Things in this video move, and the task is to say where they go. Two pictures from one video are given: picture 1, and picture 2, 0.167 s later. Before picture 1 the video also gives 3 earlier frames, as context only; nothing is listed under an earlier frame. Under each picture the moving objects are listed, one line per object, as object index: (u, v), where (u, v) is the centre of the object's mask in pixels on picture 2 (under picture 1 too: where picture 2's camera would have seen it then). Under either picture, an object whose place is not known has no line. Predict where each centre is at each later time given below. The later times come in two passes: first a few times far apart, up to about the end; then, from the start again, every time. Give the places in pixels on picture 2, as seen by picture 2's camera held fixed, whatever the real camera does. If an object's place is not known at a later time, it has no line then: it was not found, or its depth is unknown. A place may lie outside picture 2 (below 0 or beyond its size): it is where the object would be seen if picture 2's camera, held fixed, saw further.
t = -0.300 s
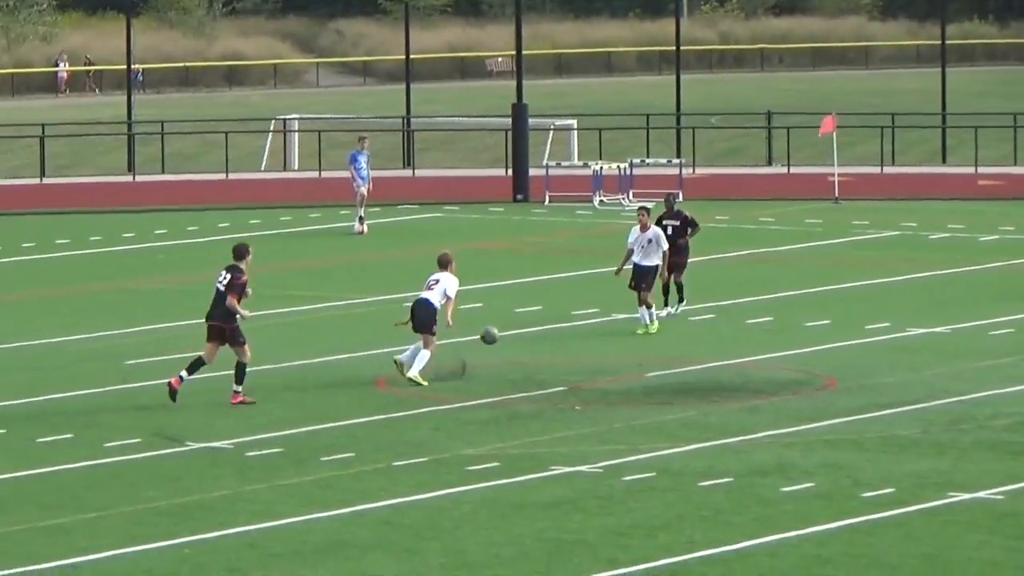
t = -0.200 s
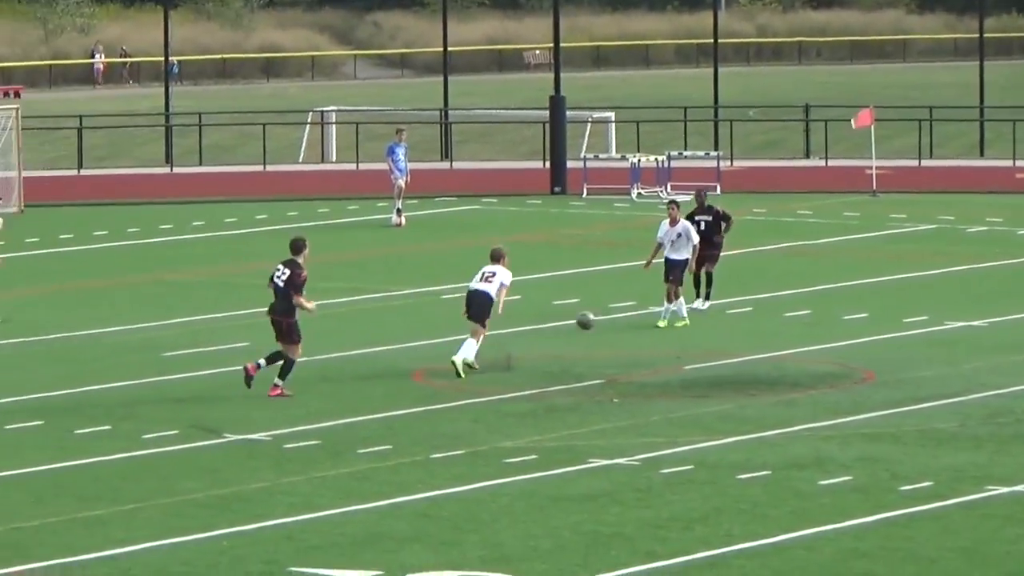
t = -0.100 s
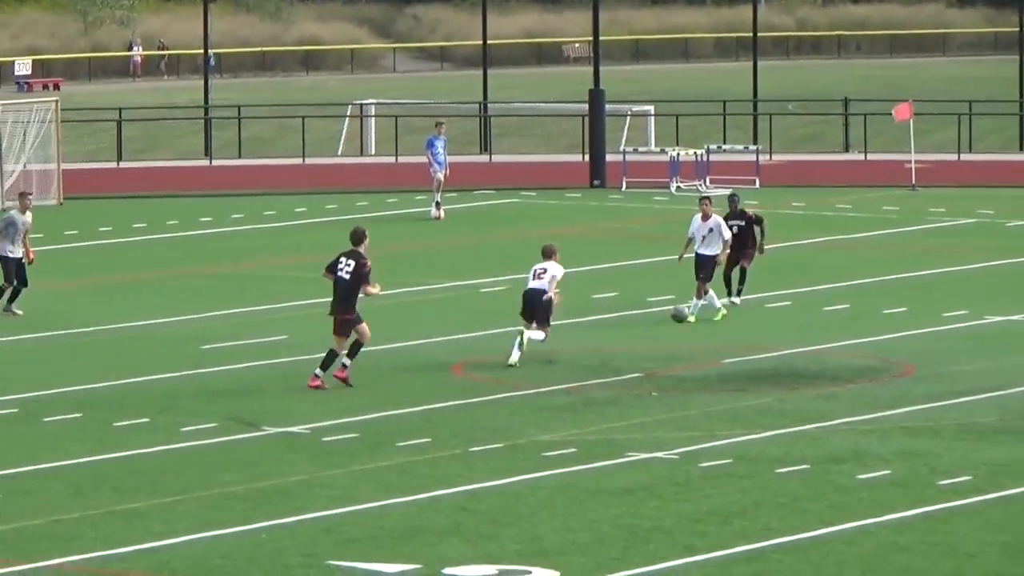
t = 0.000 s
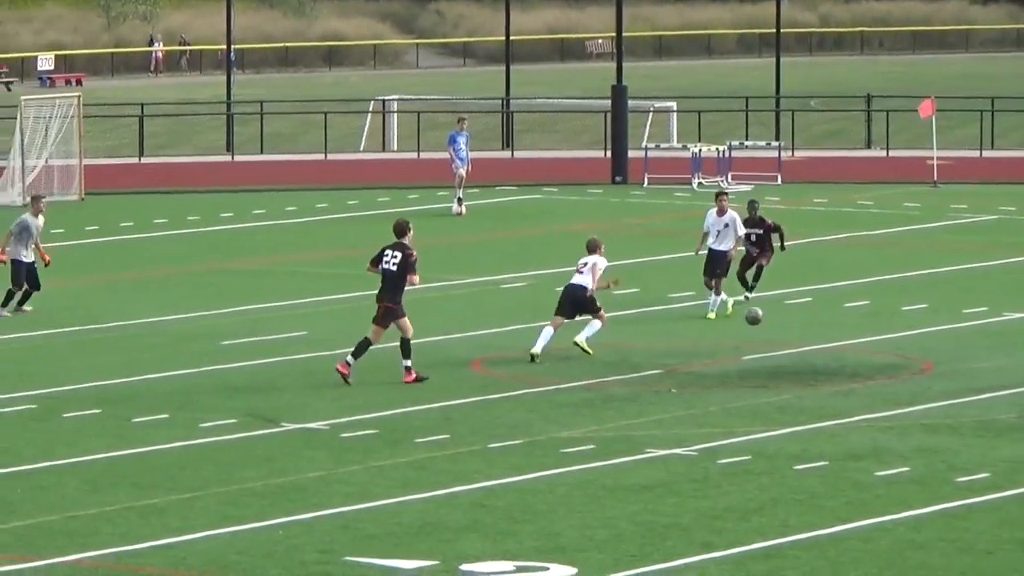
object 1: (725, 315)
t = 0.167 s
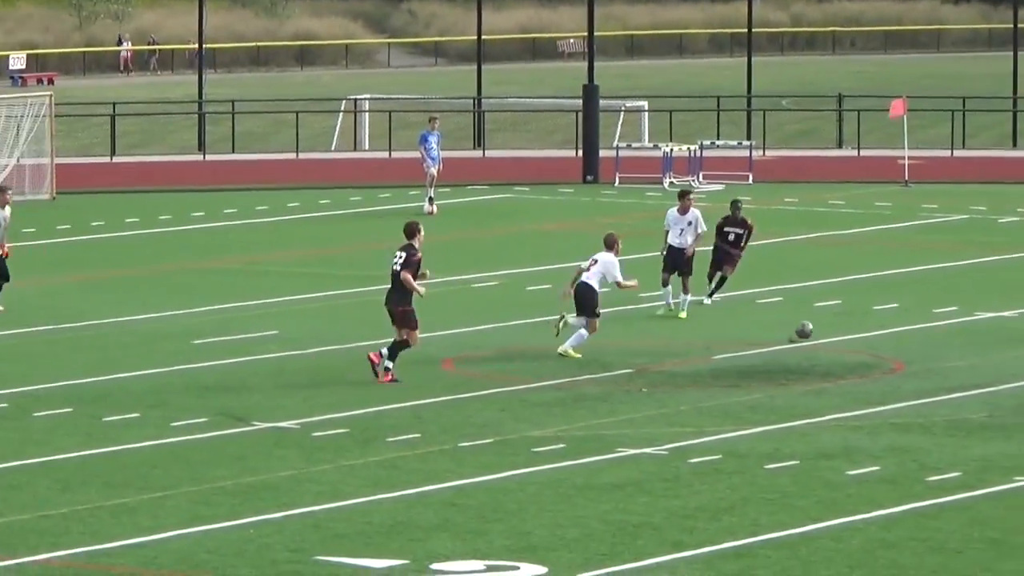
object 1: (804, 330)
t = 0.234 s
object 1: (826, 320)
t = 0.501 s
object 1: (911, 316)
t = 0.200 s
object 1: (815, 324)
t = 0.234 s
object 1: (826, 320)
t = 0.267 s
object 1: (836, 316)
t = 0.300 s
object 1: (847, 314)
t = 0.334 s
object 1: (858, 312)
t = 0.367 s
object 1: (869, 311)
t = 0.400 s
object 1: (880, 311)
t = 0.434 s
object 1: (890, 312)
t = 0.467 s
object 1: (900, 314)
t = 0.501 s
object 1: (911, 316)
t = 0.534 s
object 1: (921, 320)
